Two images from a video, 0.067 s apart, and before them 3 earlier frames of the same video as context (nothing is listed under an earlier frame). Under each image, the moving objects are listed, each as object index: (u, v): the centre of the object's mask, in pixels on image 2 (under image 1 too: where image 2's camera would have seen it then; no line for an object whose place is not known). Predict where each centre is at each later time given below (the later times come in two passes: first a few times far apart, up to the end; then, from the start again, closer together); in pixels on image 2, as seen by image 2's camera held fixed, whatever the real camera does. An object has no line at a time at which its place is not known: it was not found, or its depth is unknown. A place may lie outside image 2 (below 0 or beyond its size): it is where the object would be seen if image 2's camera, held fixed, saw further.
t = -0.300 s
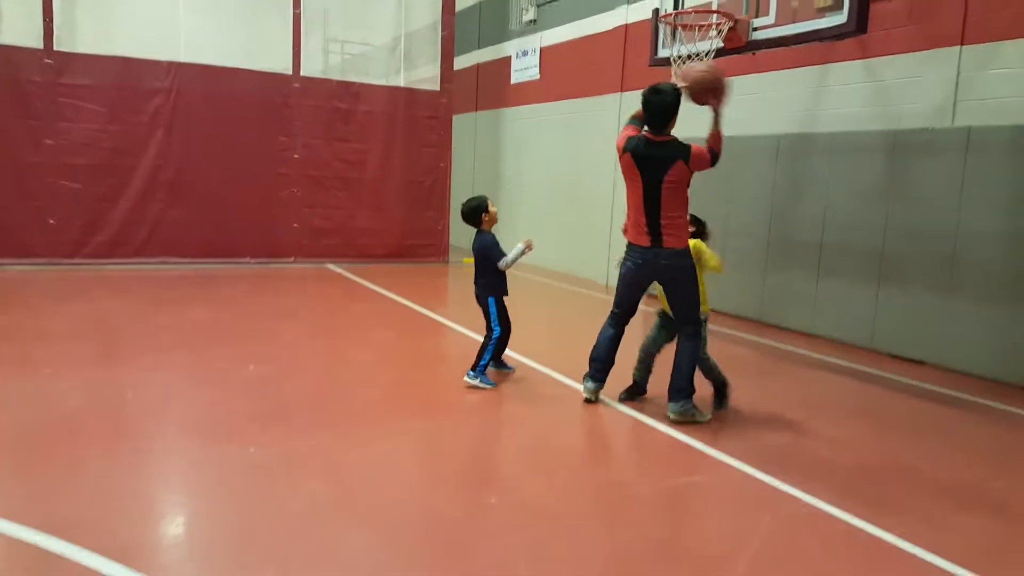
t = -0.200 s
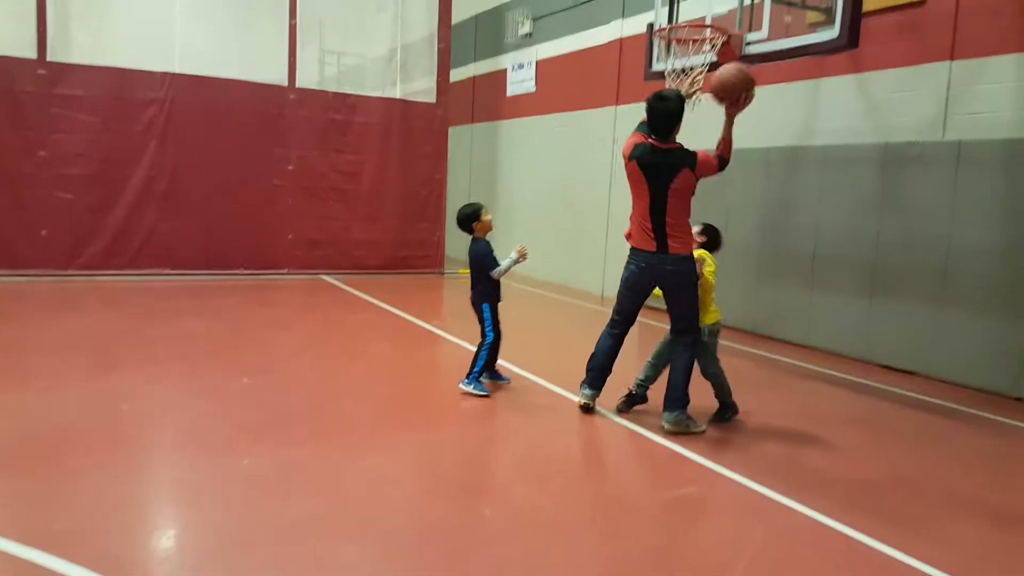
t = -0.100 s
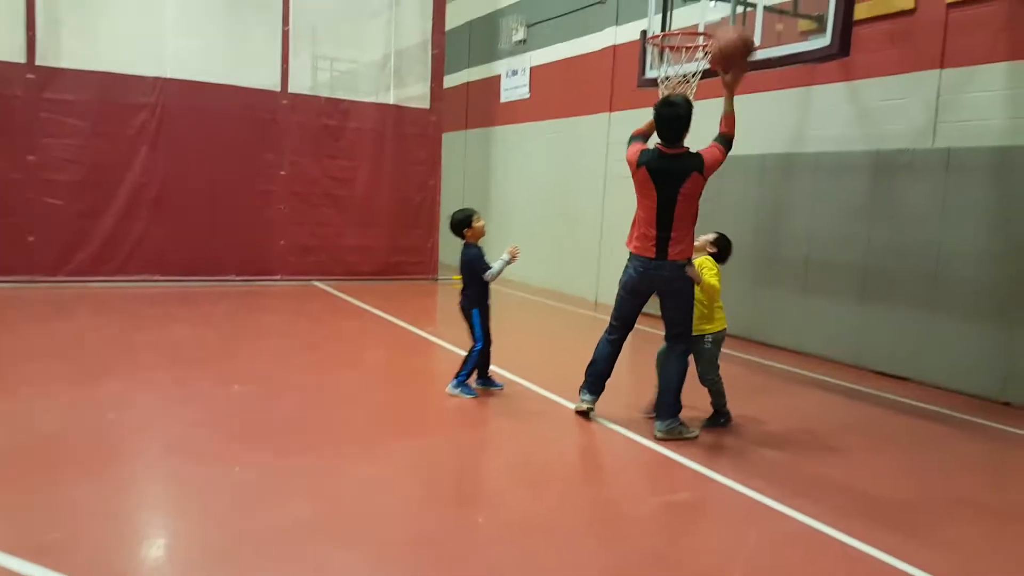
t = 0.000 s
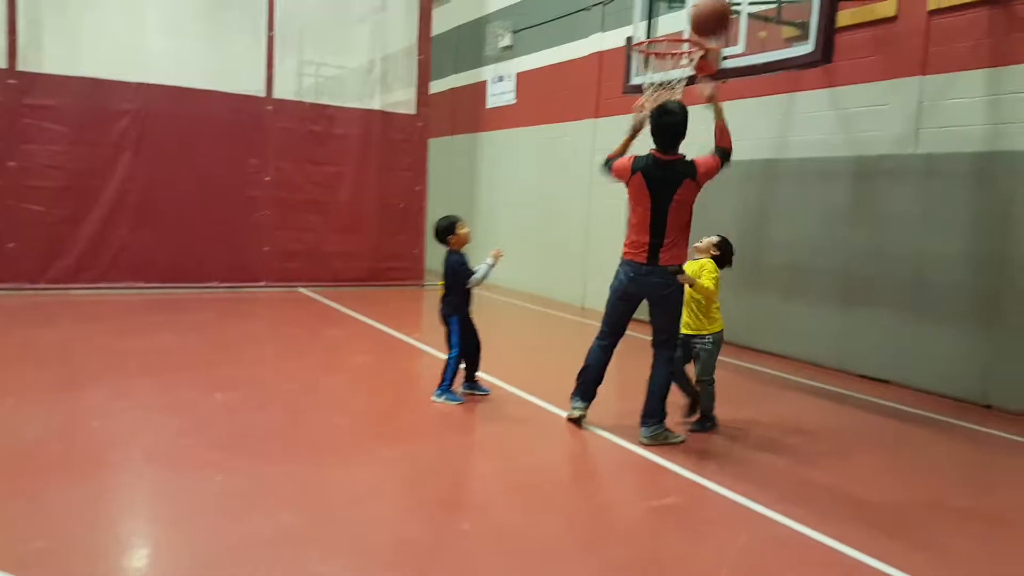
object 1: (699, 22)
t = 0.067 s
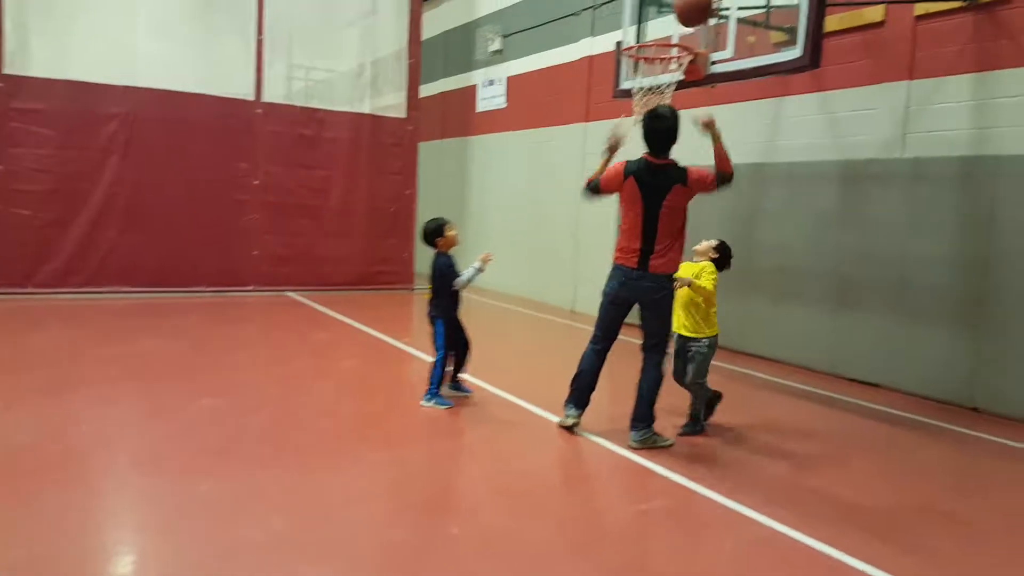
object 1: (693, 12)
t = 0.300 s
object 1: (672, 12)
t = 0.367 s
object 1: (666, 28)
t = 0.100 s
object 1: (690, 8)
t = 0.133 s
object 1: (687, 6)
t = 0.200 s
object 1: (682, 3)
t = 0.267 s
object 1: (675, 6)
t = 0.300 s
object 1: (672, 12)
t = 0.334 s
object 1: (668, 21)
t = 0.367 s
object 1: (666, 28)
